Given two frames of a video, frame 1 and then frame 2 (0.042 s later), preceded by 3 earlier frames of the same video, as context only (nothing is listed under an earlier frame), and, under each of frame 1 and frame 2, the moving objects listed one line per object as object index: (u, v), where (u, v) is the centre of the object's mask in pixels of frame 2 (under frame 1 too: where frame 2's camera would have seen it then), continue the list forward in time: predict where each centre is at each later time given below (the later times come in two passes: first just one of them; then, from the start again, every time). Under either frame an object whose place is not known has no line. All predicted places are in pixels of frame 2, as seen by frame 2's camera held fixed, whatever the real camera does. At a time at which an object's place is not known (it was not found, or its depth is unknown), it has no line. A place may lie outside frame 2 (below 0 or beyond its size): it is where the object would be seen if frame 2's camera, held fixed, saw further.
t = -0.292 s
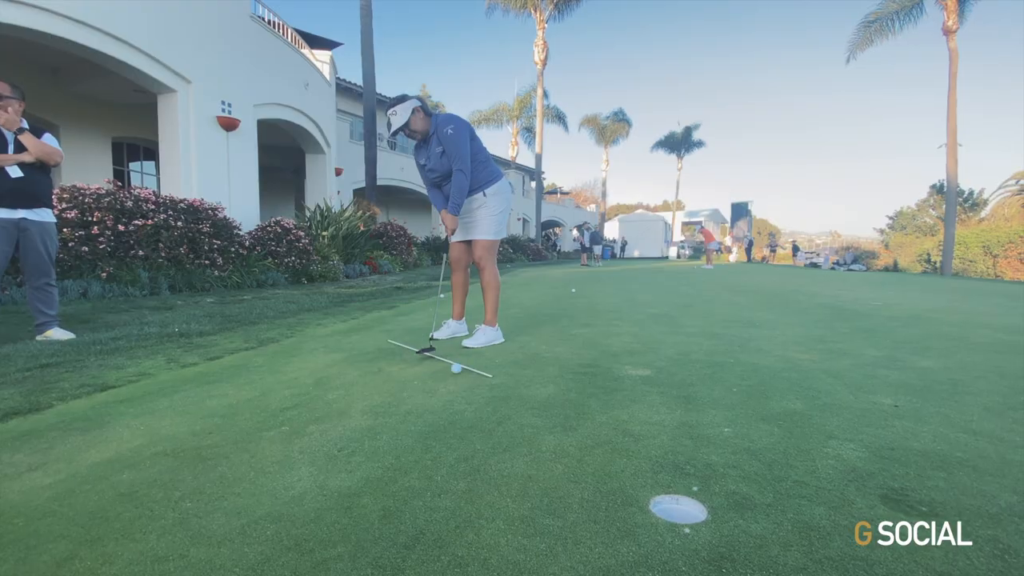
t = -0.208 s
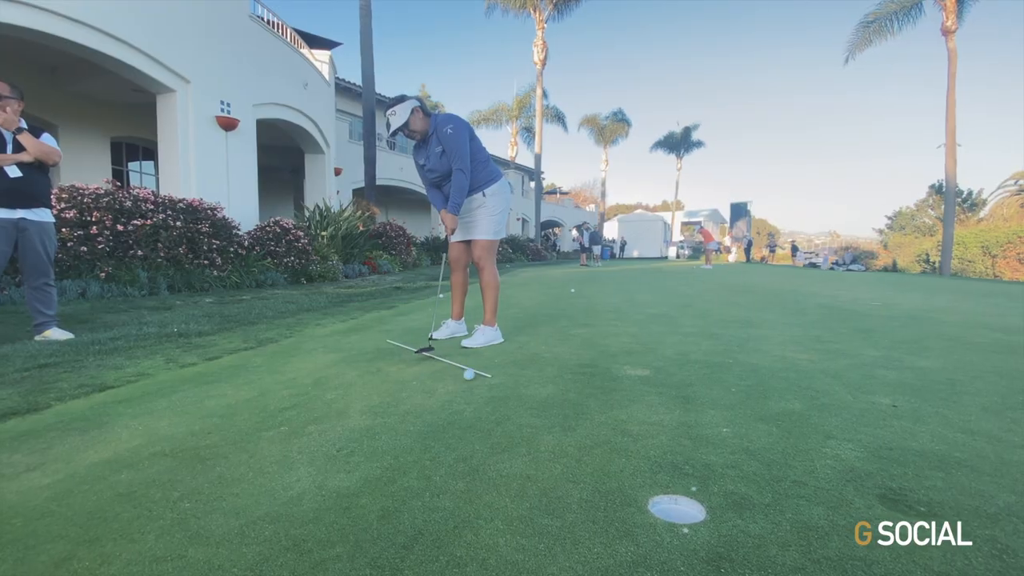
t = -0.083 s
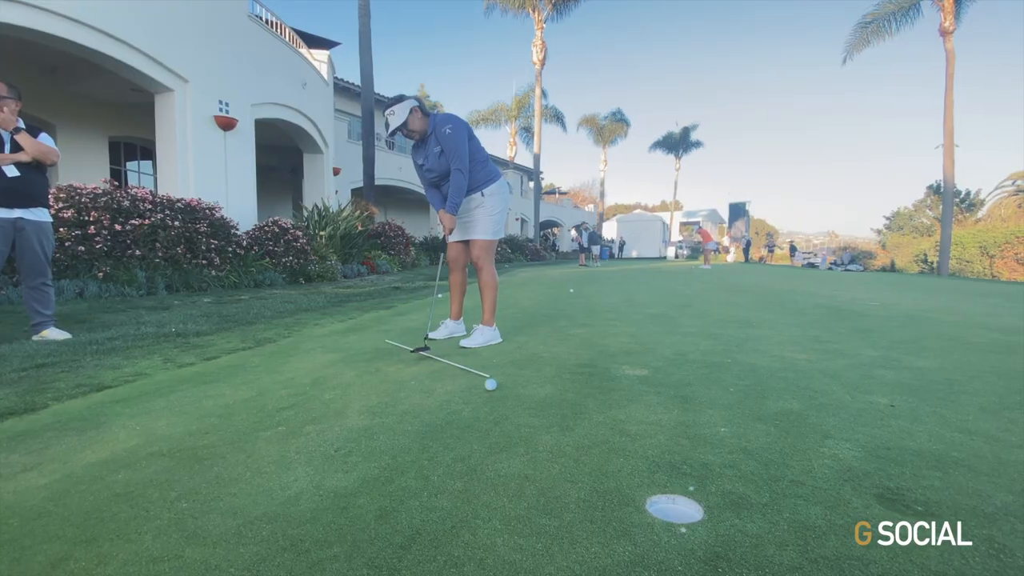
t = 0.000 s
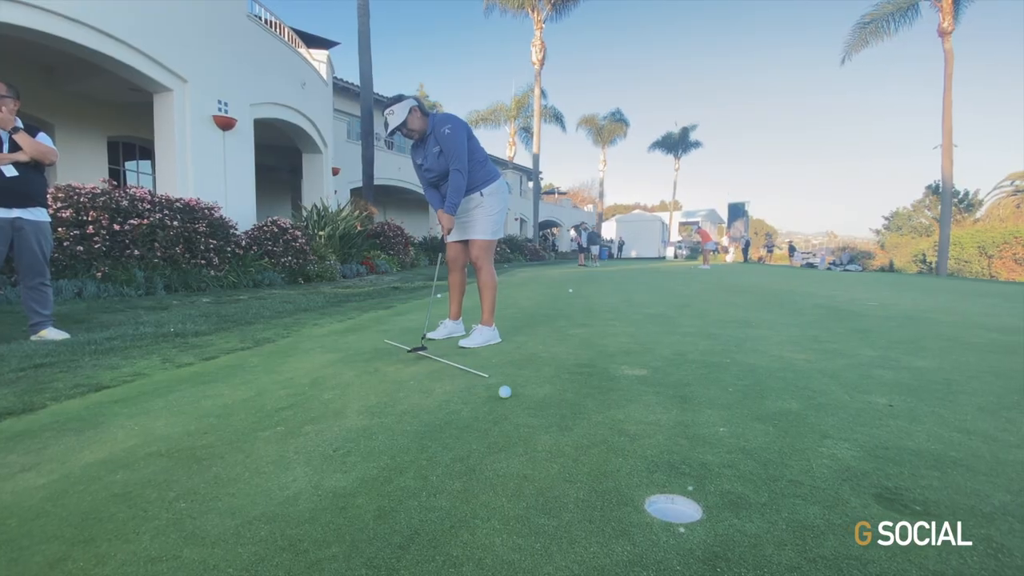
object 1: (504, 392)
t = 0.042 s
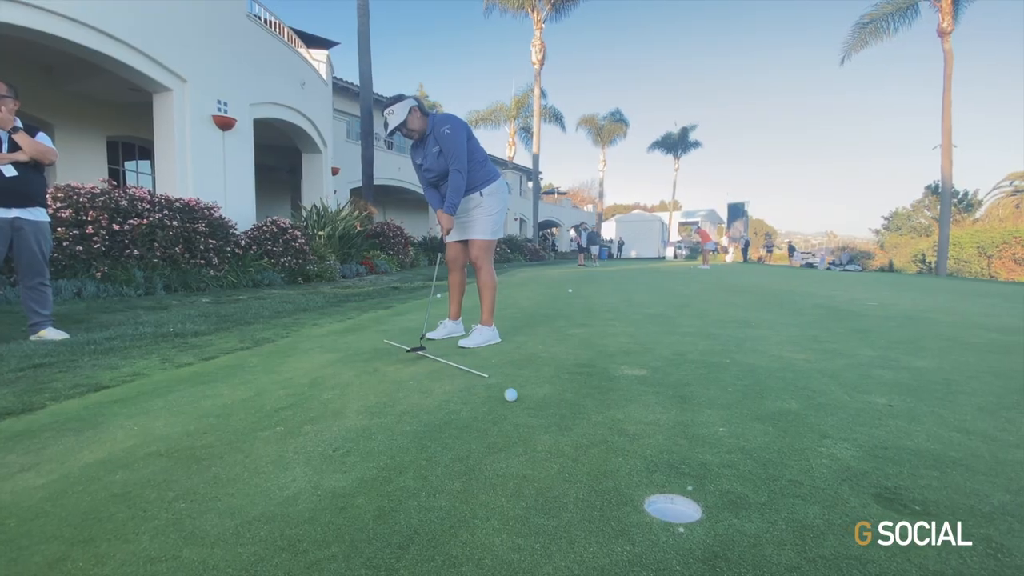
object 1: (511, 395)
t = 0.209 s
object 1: (544, 412)
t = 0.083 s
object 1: (520, 400)
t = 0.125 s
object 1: (527, 402)
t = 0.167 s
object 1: (537, 408)
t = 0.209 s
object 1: (544, 412)
